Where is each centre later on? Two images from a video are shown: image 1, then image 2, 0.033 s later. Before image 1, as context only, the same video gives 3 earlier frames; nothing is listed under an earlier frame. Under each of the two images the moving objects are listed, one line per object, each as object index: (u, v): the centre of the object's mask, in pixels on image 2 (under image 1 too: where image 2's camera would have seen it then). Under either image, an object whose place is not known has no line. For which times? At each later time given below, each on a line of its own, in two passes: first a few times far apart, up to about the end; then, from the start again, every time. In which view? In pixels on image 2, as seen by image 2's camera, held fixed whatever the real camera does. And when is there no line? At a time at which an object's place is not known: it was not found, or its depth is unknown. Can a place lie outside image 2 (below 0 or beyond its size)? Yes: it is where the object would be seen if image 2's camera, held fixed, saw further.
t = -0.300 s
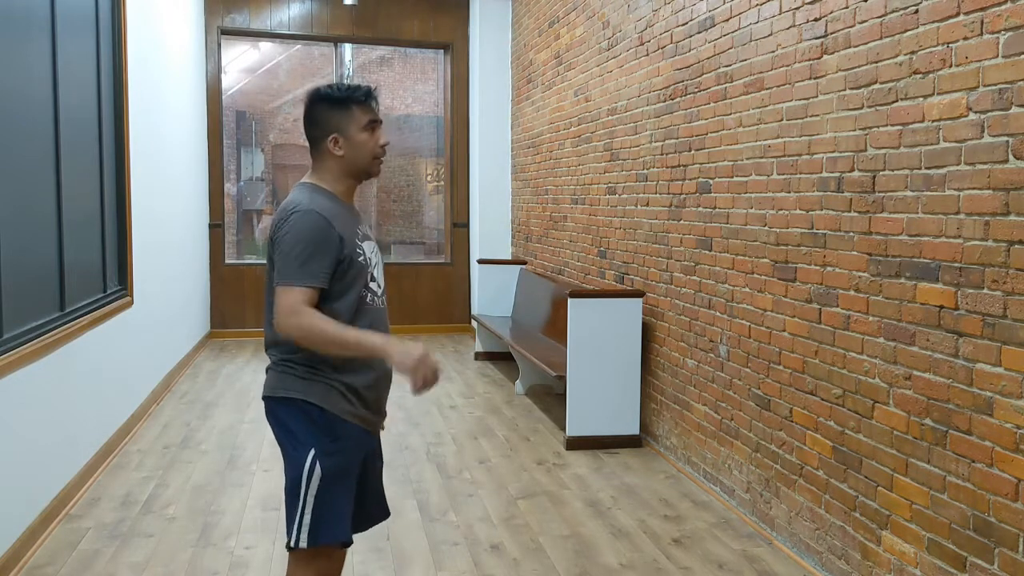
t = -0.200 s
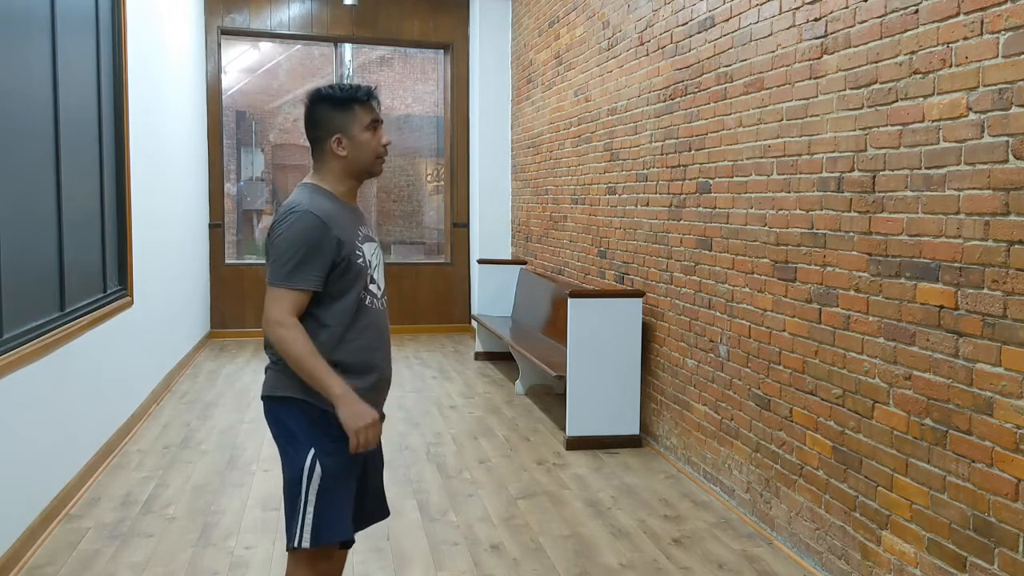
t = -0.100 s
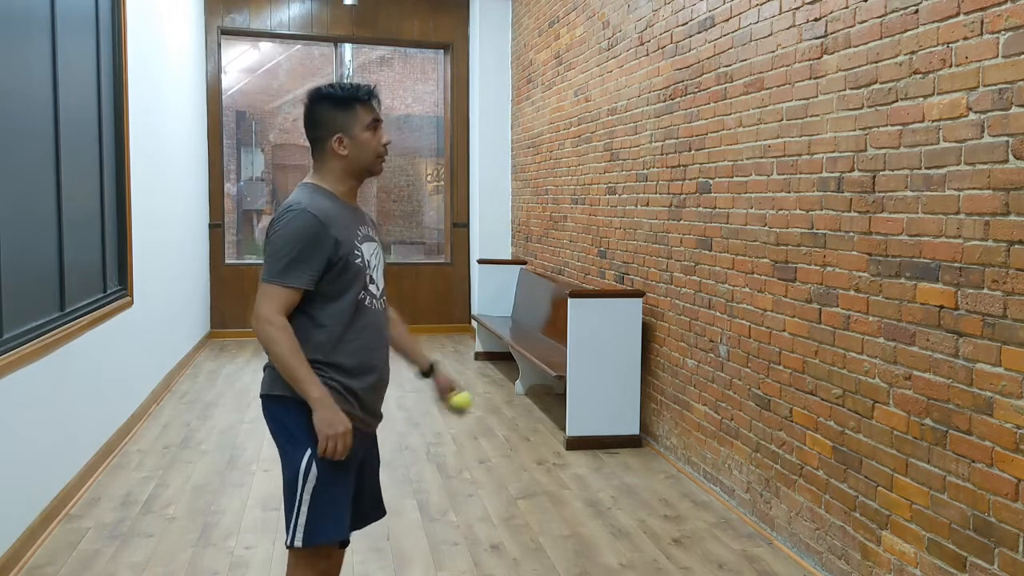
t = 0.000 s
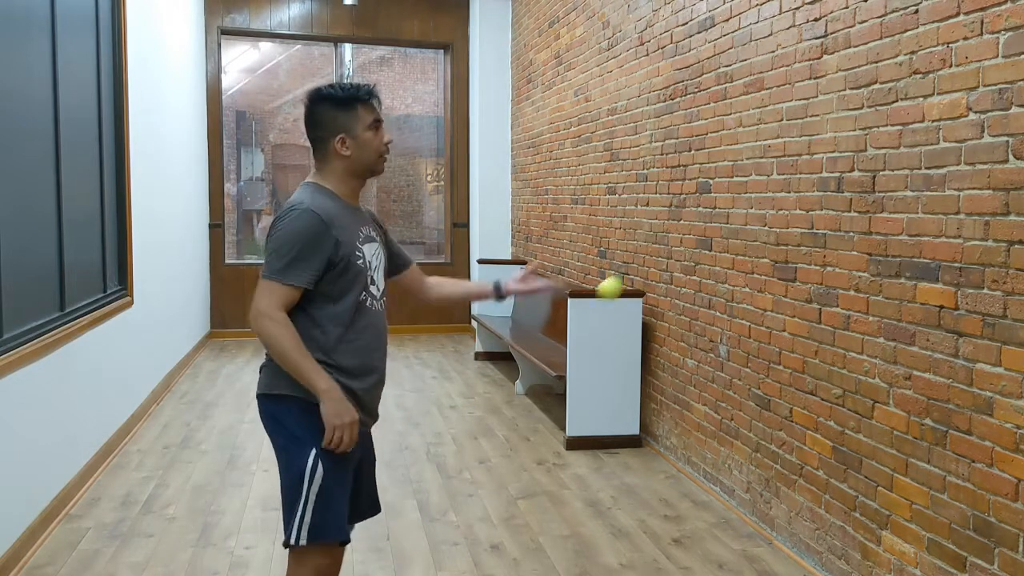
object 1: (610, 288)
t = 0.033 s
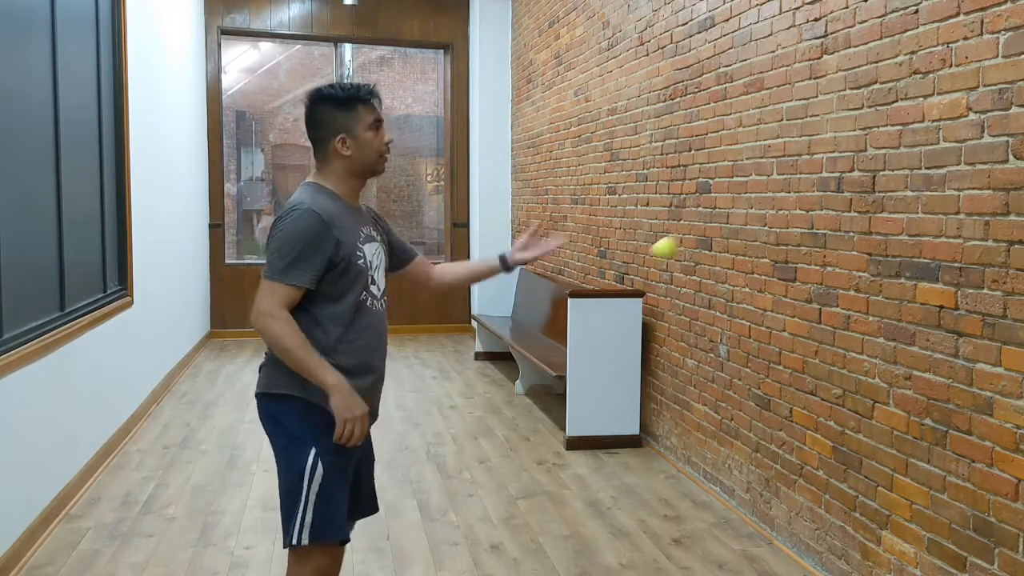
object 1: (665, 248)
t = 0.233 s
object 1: (961, 79)
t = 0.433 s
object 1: (731, 77)
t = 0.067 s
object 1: (720, 212)
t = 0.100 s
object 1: (774, 180)
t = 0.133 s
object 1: (828, 150)
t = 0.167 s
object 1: (884, 122)
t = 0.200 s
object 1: (944, 97)
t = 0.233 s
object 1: (961, 79)
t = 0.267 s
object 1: (928, 69)
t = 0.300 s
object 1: (891, 63)
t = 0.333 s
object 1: (854, 61)
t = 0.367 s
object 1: (815, 61)
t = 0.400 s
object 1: (774, 66)
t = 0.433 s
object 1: (731, 77)
